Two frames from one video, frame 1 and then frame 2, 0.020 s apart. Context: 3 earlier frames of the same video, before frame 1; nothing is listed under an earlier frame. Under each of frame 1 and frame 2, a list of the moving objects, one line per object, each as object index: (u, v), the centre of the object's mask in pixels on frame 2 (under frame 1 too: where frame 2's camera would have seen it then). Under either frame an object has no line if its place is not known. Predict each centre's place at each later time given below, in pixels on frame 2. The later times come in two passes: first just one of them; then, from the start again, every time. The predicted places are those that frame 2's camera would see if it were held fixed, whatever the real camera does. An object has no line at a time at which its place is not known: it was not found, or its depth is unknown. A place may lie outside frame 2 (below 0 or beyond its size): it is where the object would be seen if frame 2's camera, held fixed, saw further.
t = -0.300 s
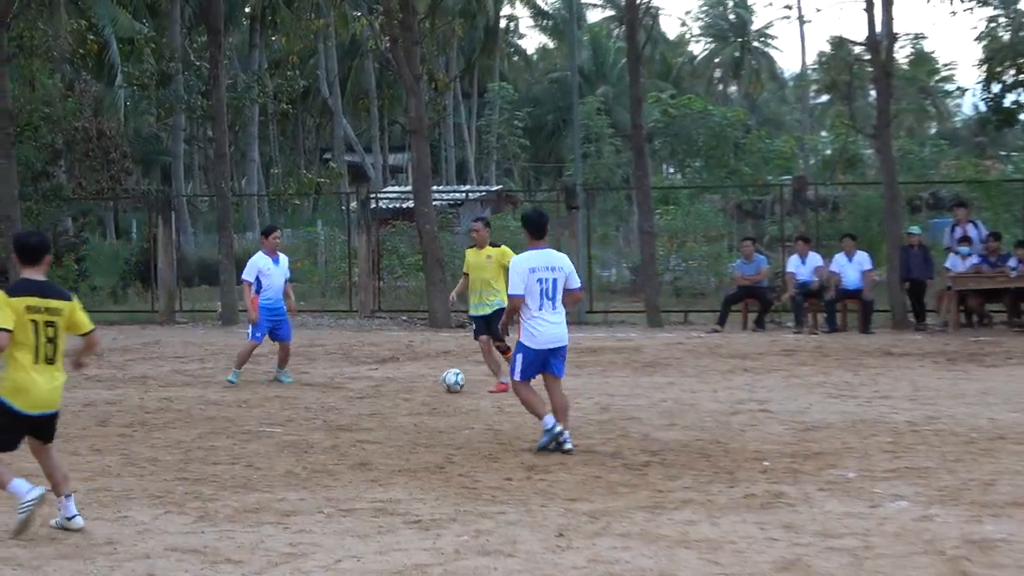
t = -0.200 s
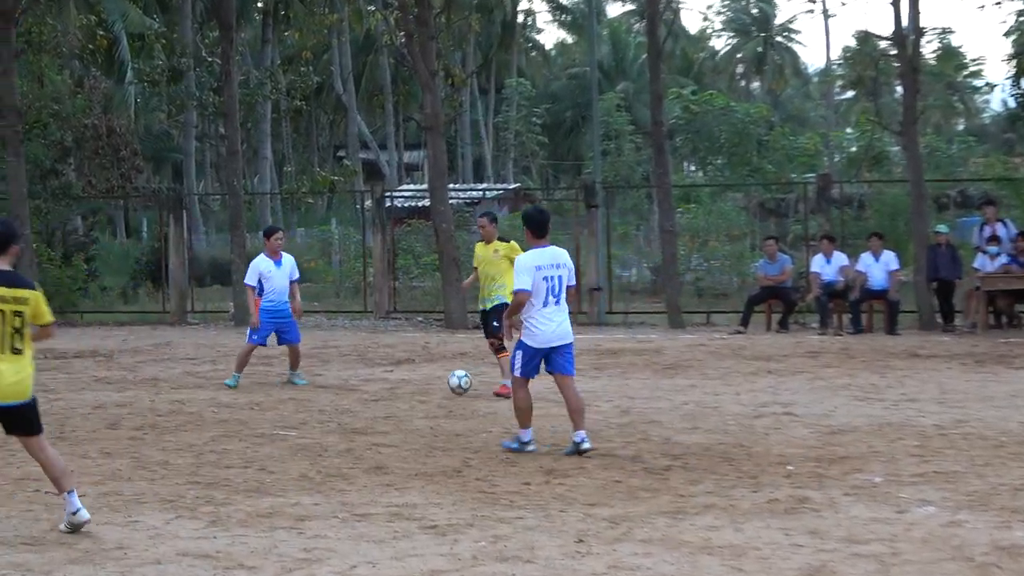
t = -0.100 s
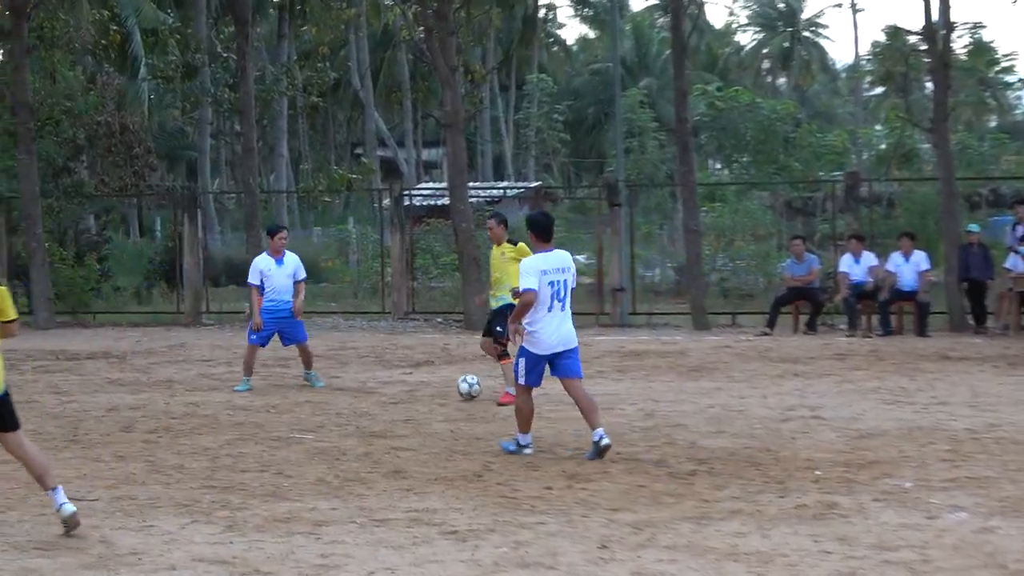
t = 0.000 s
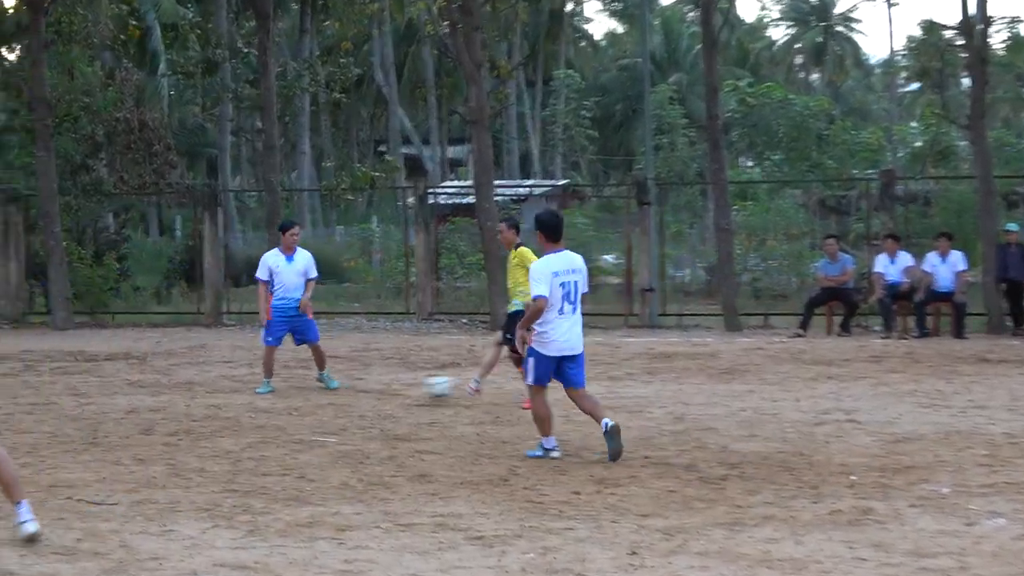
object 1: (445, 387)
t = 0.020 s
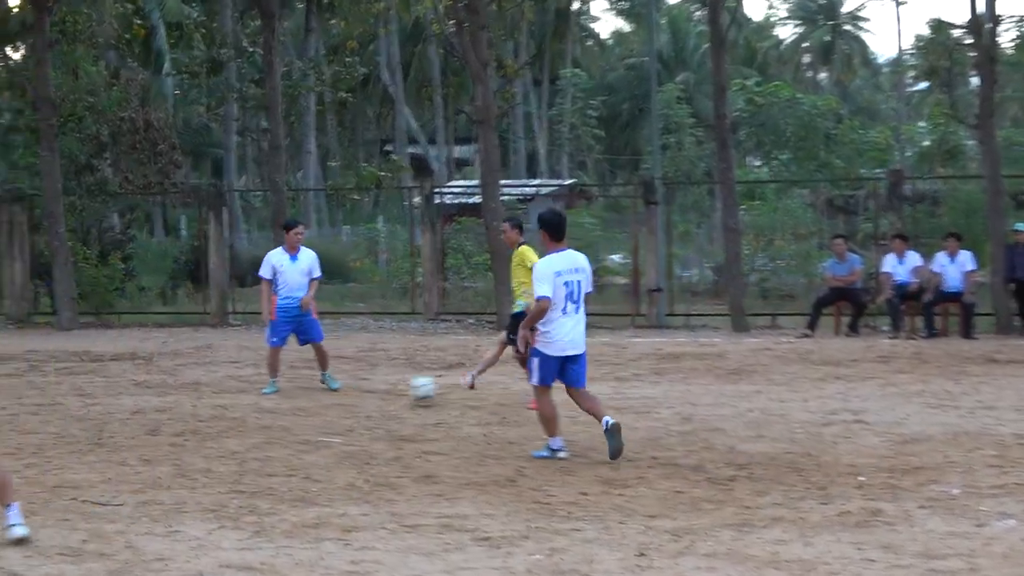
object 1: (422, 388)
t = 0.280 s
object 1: (139, 396)
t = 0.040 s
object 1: (400, 389)
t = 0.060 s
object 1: (376, 389)
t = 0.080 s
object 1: (353, 392)
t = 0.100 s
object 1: (330, 393)
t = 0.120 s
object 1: (306, 396)
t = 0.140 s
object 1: (283, 398)
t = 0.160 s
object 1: (263, 398)
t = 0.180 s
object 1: (243, 395)
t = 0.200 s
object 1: (222, 394)
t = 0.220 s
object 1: (202, 394)
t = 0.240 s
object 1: (182, 394)
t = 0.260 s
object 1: (159, 394)
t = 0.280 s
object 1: (139, 396)
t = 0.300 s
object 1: (117, 397)
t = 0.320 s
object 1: (96, 399)
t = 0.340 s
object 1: (74, 402)
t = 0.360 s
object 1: (53, 405)
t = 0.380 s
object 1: (31, 411)
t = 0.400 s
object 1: (11, 412)
